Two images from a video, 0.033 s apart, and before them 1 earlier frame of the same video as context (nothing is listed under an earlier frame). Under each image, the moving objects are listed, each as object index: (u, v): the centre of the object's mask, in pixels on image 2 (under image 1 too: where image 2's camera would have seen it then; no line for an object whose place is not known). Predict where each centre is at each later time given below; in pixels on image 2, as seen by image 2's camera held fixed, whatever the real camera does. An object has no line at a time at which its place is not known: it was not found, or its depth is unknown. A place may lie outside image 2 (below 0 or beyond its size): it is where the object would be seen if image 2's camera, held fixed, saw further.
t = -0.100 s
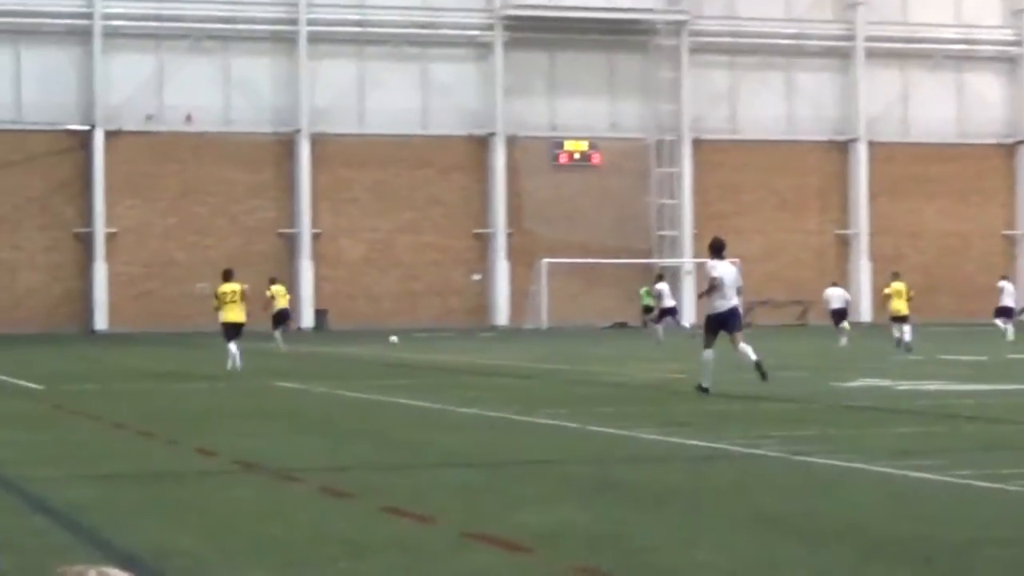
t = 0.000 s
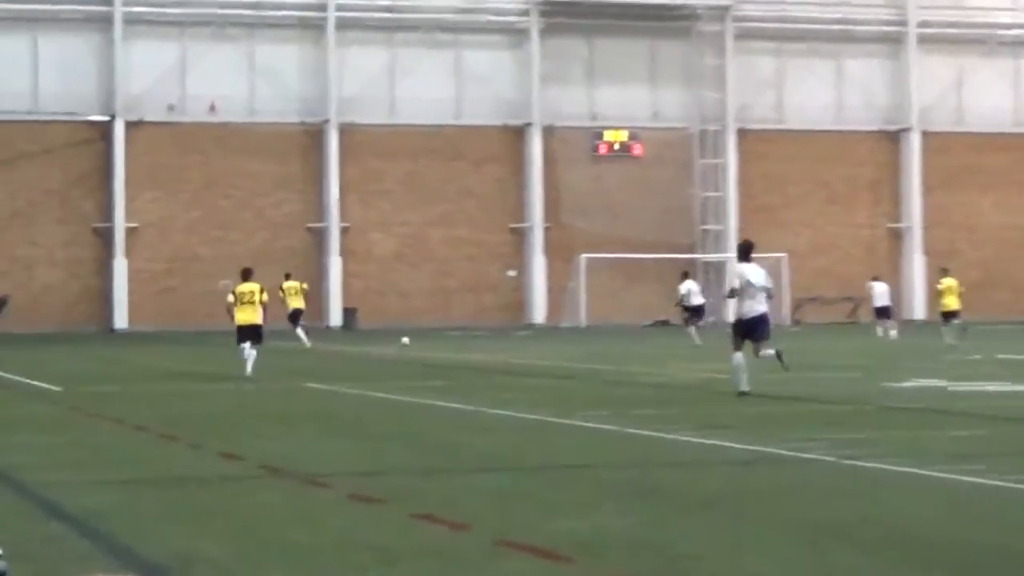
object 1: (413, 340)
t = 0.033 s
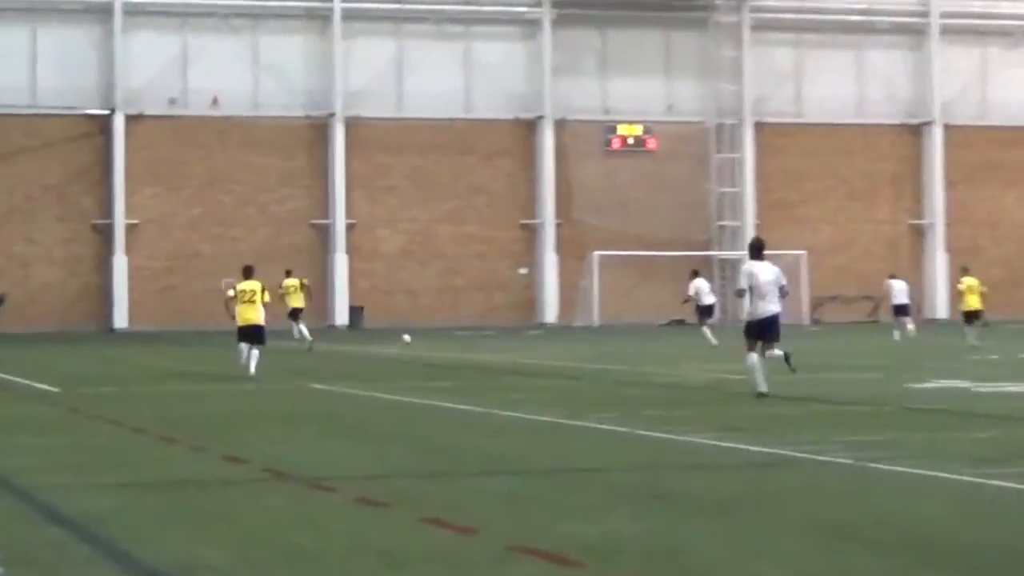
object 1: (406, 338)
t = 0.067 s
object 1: (399, 337)
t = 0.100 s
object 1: (392, 336)
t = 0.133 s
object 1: (386, 336)
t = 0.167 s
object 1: (379, 336)
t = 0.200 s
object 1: (373, 337)
